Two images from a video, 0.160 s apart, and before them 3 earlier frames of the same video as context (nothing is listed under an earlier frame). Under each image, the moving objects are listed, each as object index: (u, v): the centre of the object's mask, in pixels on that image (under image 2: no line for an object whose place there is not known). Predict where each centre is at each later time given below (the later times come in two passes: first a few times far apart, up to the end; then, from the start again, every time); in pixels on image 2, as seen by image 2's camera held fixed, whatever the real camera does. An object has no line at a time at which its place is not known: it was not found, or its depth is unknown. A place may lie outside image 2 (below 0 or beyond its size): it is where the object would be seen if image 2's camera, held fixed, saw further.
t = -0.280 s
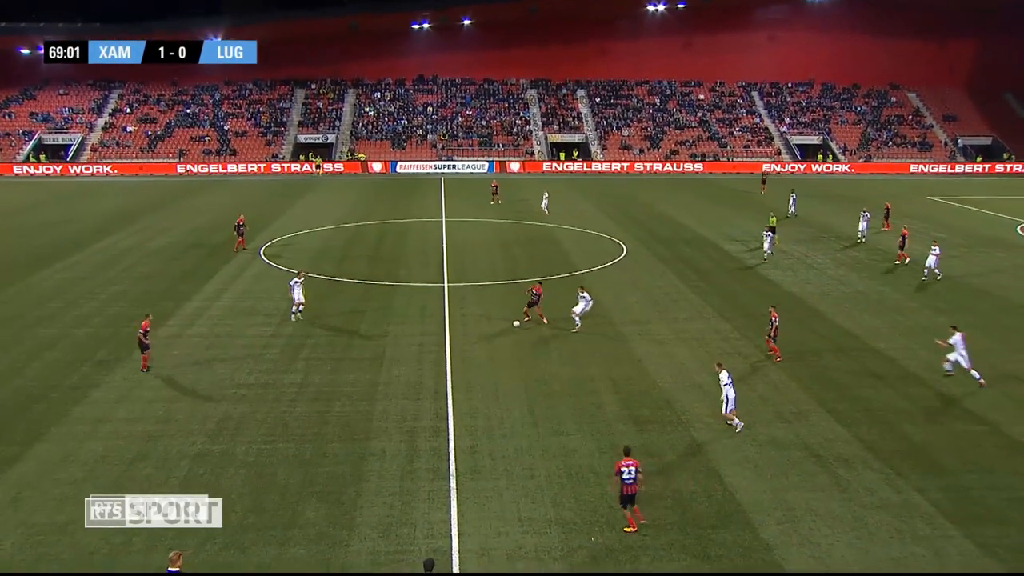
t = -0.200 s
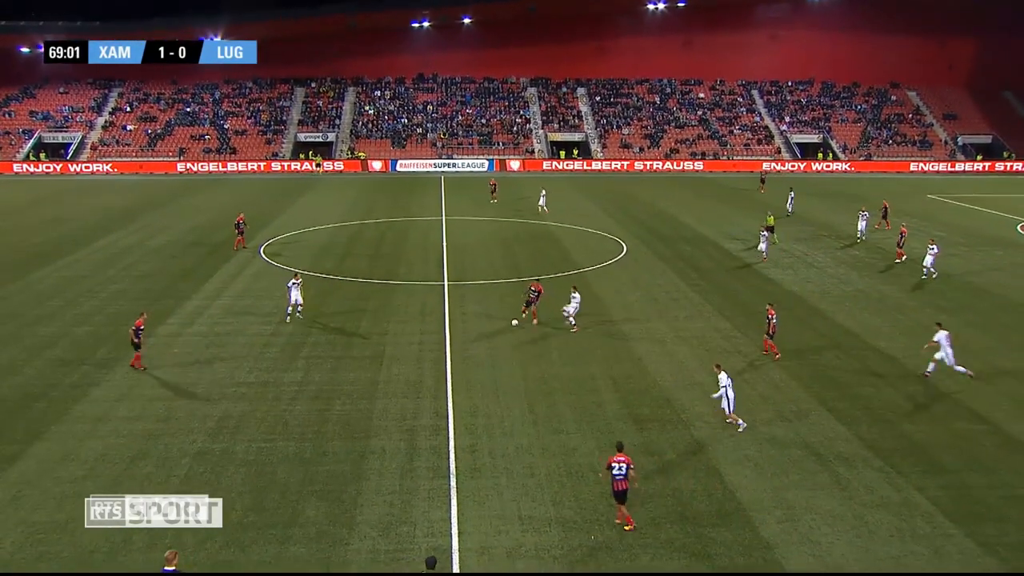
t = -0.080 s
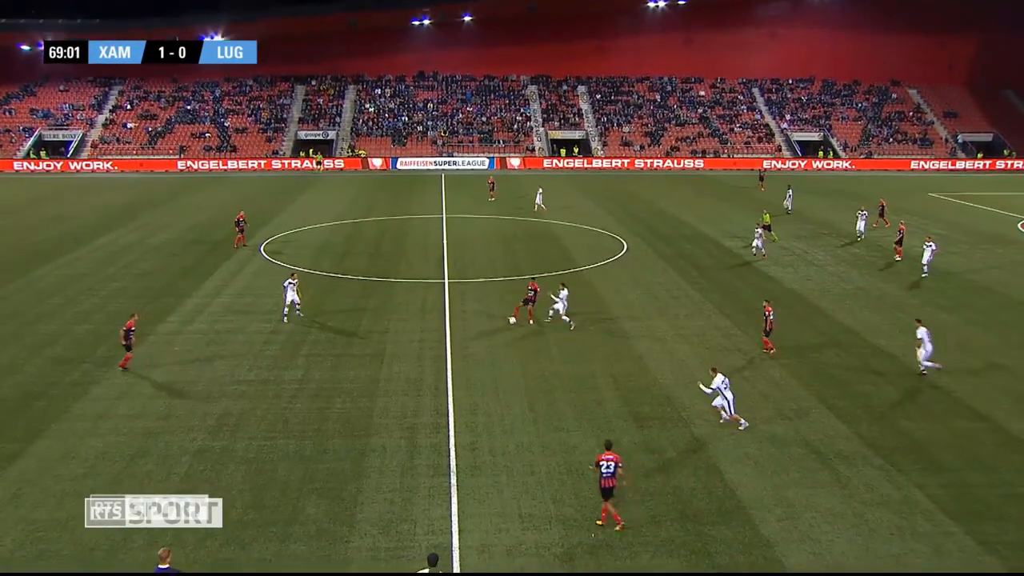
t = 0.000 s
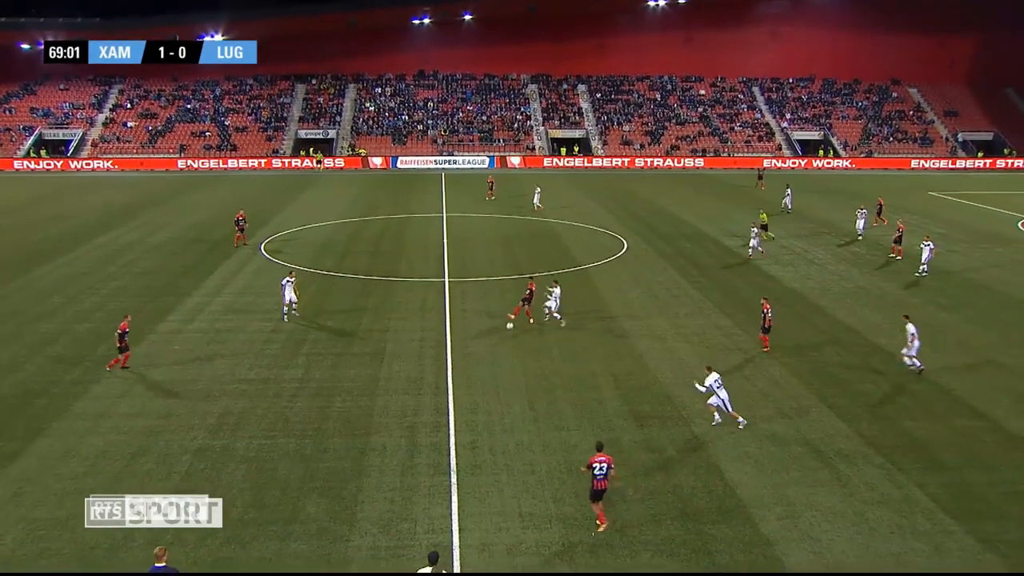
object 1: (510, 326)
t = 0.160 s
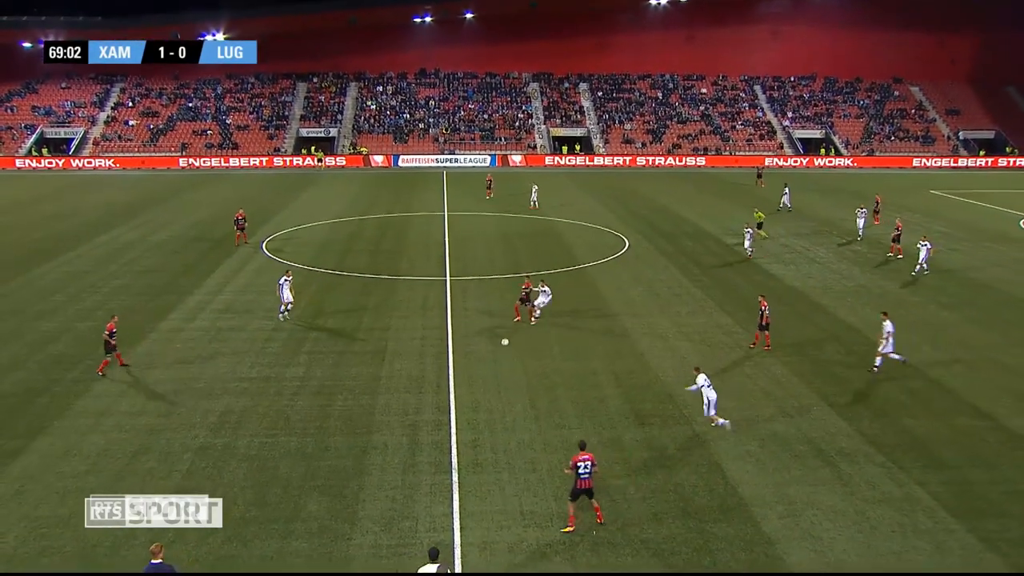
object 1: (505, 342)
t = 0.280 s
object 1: (501, 355)
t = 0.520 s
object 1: (493, 383)
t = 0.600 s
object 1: (491, 393)
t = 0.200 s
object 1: (503, 346)
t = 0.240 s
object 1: (502, 350)
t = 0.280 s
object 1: (501, 355)
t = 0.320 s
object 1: (499, 360)
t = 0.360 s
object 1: (498, 364)
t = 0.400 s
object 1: (497, 369)
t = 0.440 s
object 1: (496, 374)
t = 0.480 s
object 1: (494, 378)
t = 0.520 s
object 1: (493, 383)
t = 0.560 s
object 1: (492, 388)
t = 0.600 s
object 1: (491, 393)
